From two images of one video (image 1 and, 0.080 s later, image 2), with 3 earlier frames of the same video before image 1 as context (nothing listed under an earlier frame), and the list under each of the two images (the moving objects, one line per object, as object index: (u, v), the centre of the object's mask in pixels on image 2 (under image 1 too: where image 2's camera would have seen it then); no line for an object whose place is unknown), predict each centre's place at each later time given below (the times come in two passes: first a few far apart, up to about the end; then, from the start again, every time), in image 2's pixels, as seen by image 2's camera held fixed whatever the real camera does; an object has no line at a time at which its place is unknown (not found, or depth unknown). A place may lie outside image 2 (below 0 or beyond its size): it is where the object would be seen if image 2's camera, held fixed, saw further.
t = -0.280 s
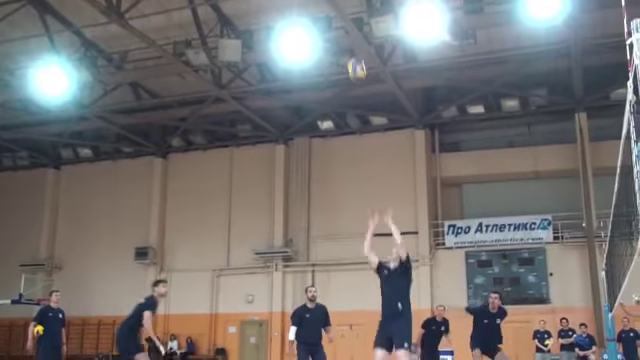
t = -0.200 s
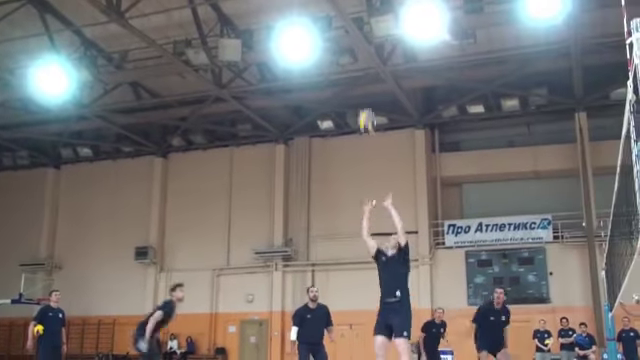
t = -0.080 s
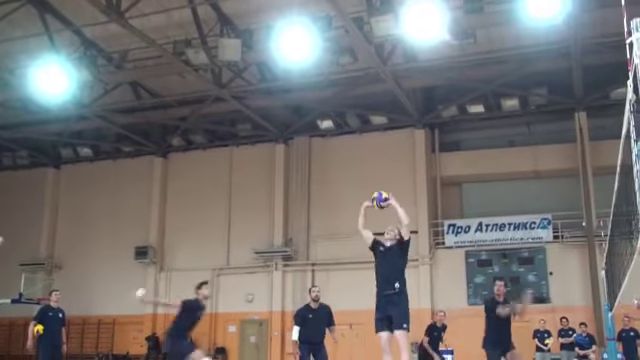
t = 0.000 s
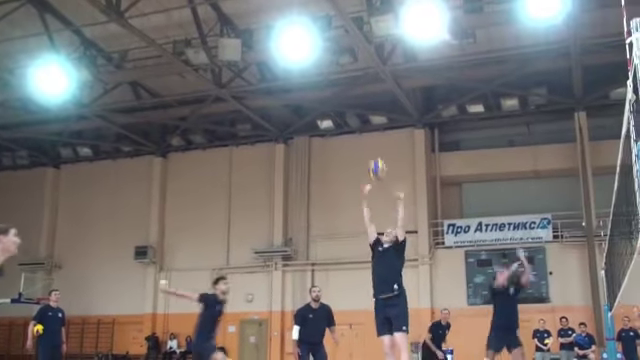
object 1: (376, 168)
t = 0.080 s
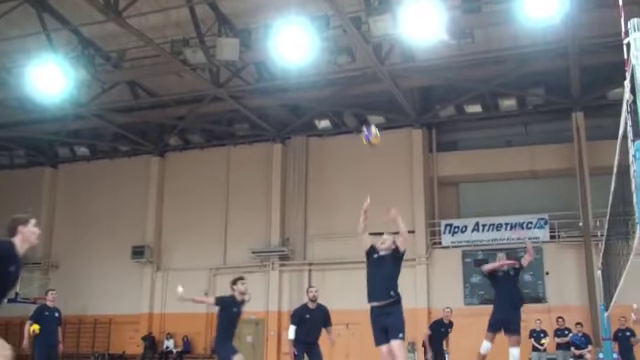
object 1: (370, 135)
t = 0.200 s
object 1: (363, 93)
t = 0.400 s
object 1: (353, 45)
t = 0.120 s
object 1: (368, 120)
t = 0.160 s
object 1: (365, 106)
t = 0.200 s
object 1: (363, 93)
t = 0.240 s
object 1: (361, 81)
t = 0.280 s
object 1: (359, 70)
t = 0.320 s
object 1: (357, 60)
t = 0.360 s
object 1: (355, 52)
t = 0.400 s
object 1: (353, 45)
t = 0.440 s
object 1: (351, 38)
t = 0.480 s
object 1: (349, 33)
